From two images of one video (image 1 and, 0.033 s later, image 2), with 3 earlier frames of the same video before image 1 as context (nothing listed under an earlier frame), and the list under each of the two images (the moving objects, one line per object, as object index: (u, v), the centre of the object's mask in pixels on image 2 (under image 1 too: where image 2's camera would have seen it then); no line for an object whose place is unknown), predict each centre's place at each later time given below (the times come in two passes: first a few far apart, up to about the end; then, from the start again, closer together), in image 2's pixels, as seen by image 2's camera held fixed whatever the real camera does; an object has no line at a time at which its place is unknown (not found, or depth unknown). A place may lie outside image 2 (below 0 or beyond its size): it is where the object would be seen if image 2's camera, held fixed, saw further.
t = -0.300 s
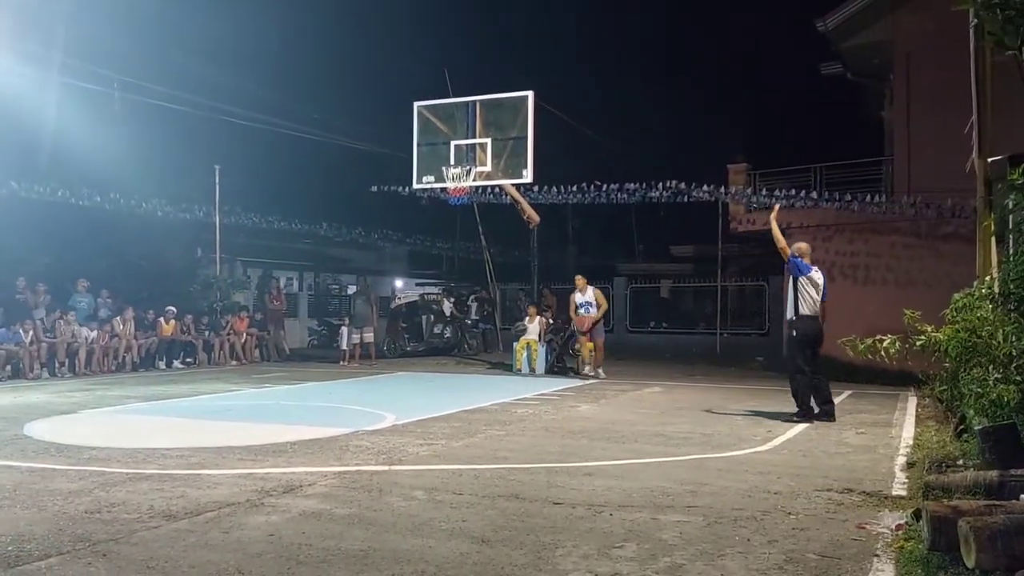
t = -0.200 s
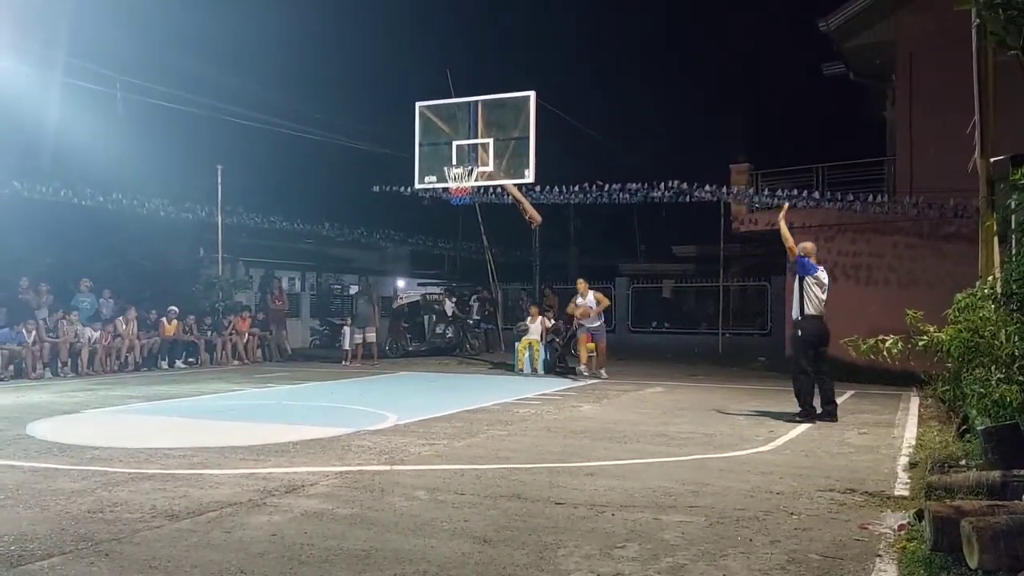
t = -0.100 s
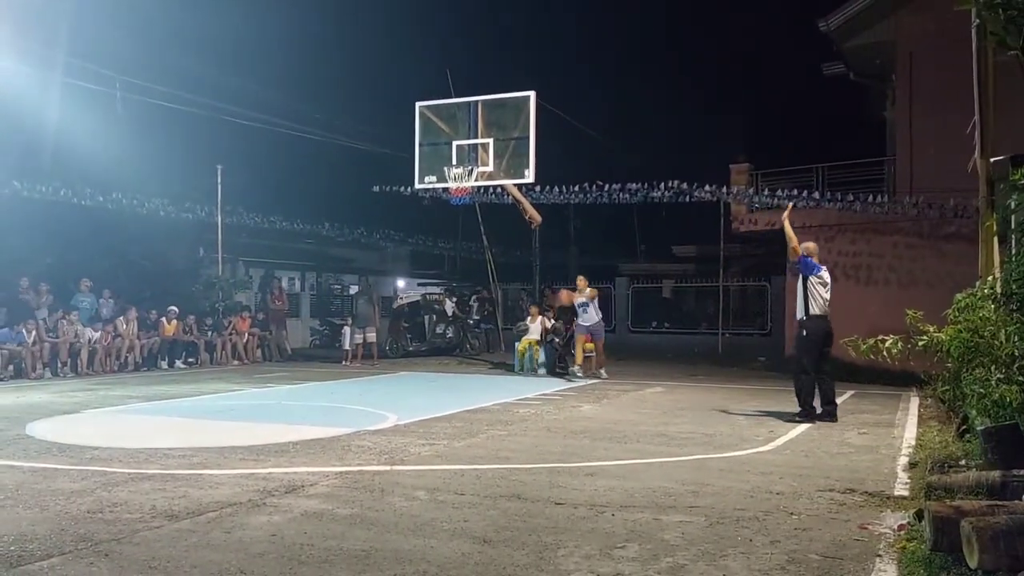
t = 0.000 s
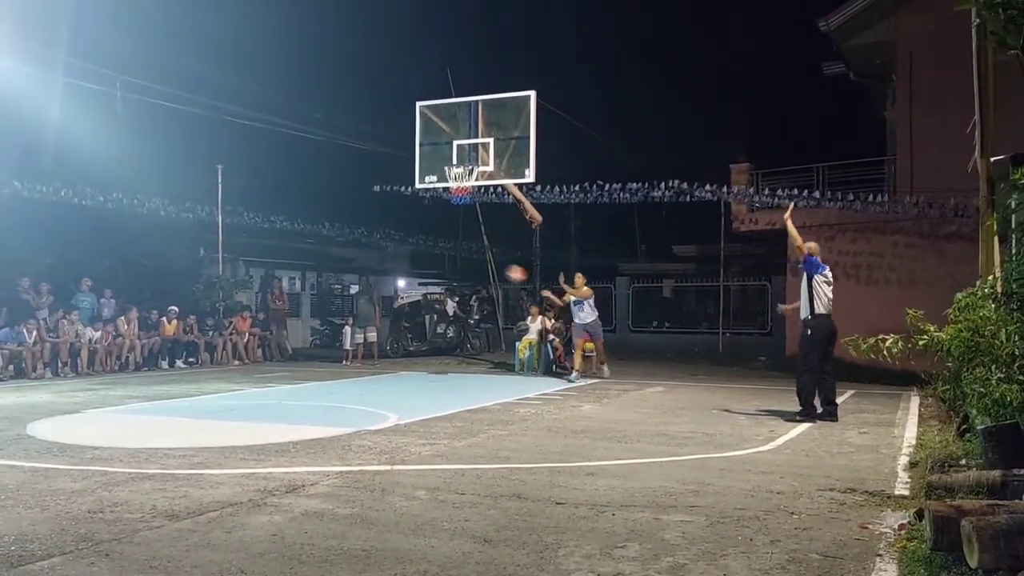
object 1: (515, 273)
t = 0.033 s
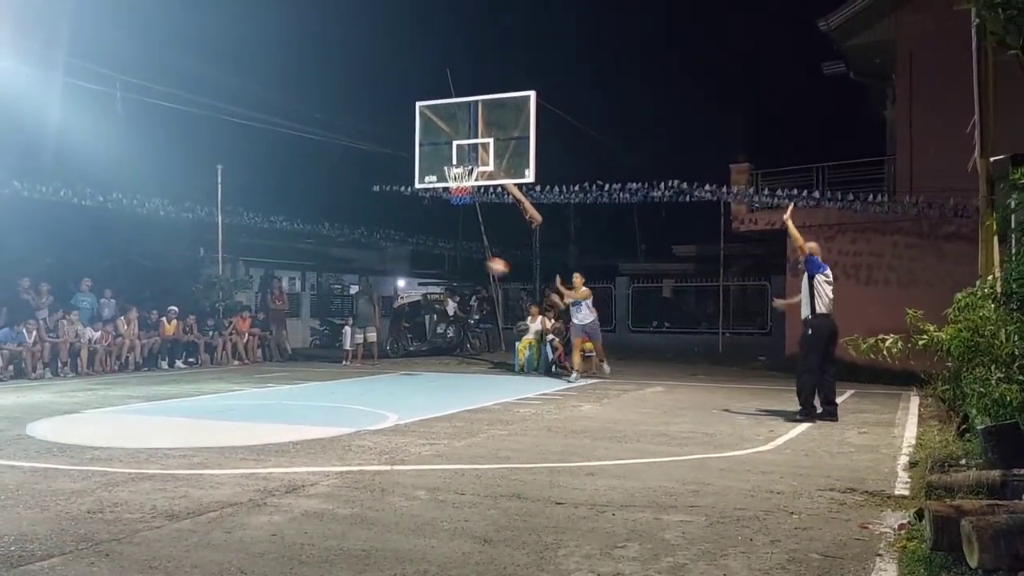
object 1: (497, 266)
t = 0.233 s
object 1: (371, 235)
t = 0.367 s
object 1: (266, 226)
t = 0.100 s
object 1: (458, 254)
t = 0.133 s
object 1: (438, 248)
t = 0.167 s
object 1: (417, 243)
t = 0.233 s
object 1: (371, 235)
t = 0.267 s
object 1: (347, 232)
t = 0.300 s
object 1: (321, 229)
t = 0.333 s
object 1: (294, 227)
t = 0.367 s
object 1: (266, 226)
